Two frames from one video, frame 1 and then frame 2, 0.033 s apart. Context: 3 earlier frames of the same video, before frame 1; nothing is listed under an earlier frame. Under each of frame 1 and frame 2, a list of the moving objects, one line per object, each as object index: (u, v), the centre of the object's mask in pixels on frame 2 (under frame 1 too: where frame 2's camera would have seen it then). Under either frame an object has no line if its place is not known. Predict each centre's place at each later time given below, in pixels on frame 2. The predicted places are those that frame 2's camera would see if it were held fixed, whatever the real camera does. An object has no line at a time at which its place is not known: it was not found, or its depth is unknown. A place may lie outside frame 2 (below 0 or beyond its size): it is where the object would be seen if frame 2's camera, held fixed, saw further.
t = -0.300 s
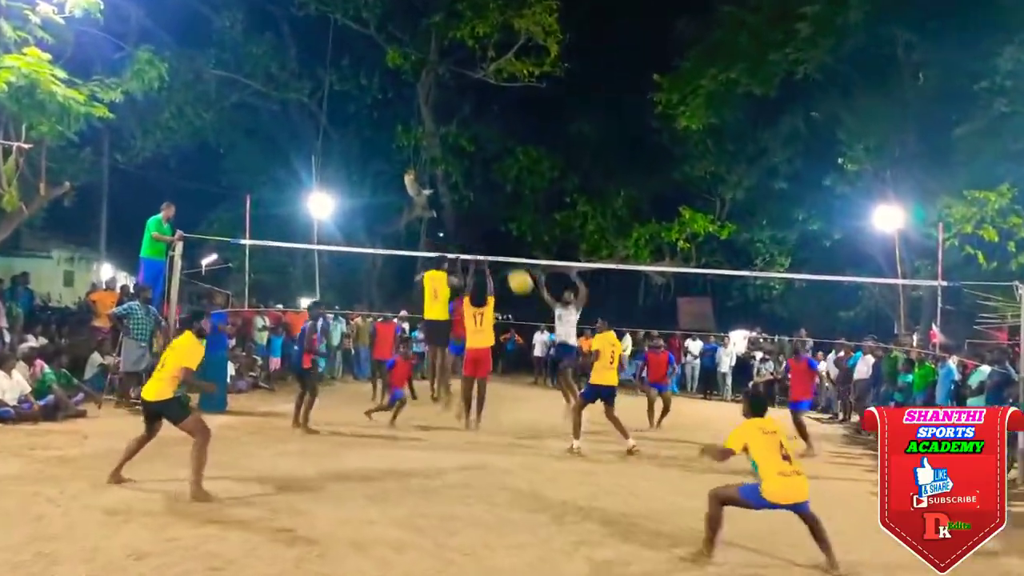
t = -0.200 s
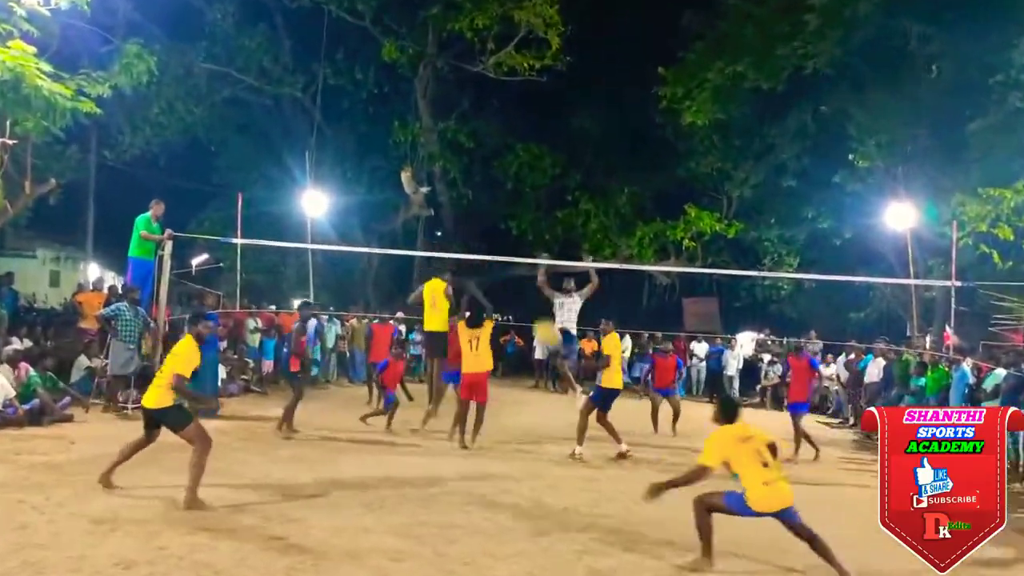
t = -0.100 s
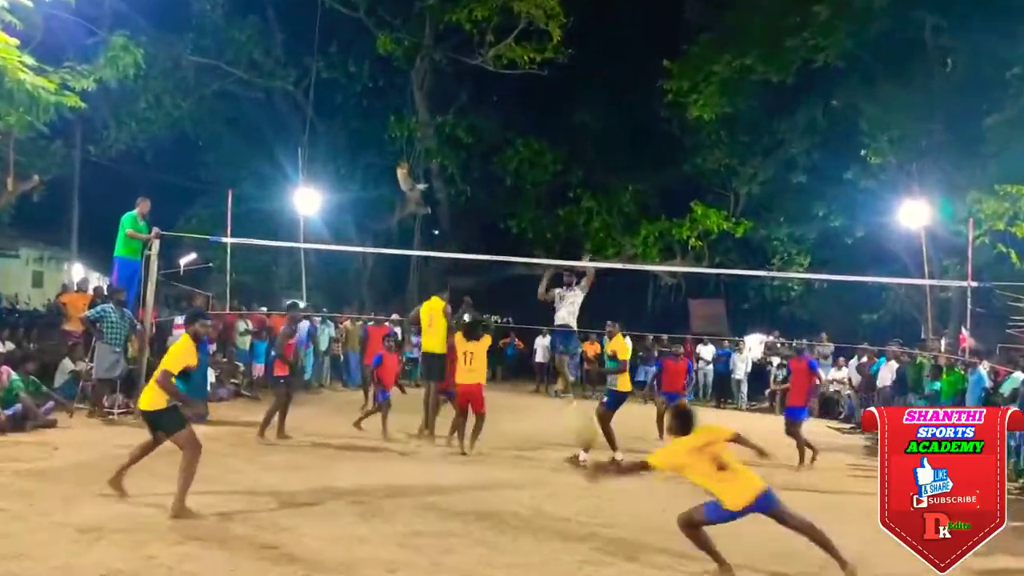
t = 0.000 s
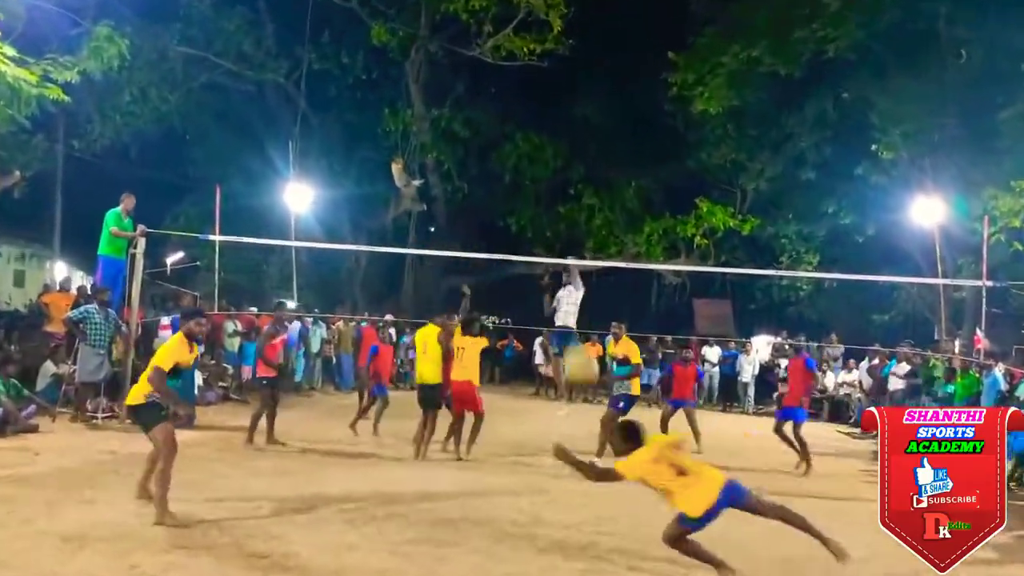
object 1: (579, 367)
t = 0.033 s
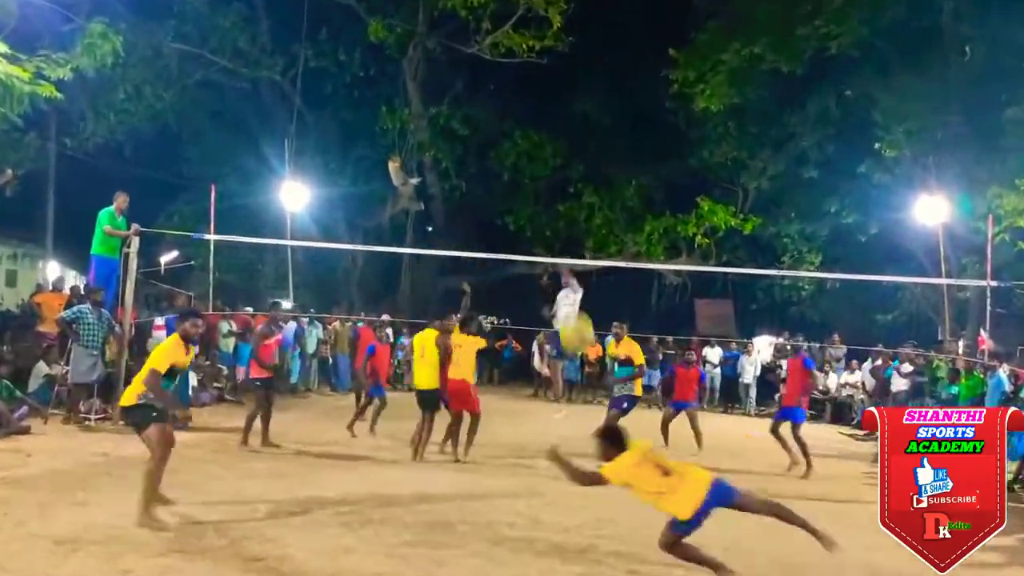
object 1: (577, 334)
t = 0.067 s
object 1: (581, 301)
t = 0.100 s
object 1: (566, 274)
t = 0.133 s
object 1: (563, 245)
